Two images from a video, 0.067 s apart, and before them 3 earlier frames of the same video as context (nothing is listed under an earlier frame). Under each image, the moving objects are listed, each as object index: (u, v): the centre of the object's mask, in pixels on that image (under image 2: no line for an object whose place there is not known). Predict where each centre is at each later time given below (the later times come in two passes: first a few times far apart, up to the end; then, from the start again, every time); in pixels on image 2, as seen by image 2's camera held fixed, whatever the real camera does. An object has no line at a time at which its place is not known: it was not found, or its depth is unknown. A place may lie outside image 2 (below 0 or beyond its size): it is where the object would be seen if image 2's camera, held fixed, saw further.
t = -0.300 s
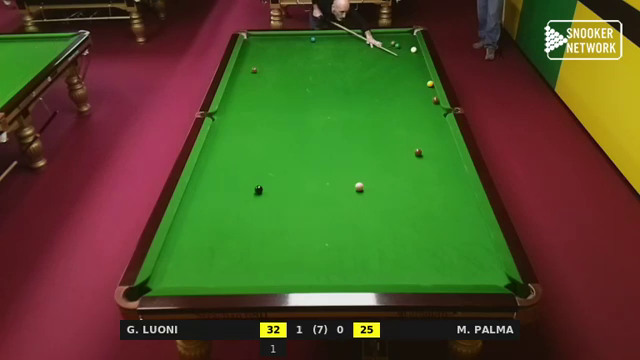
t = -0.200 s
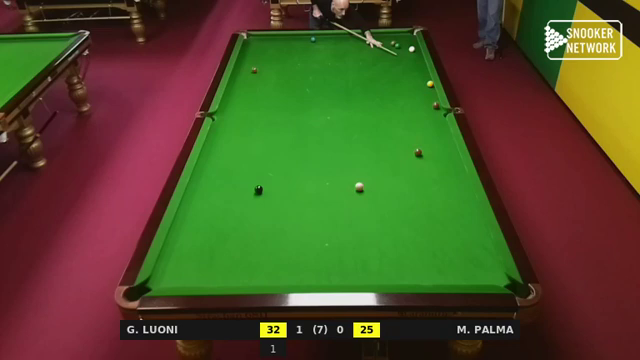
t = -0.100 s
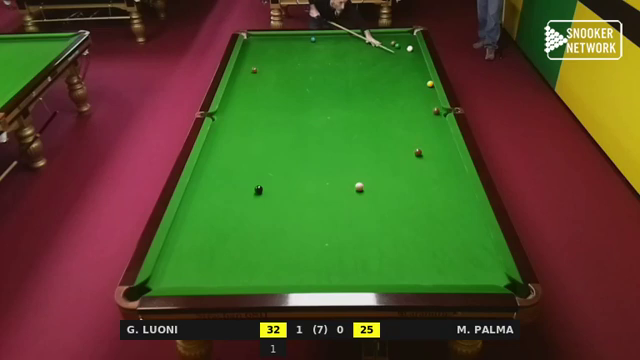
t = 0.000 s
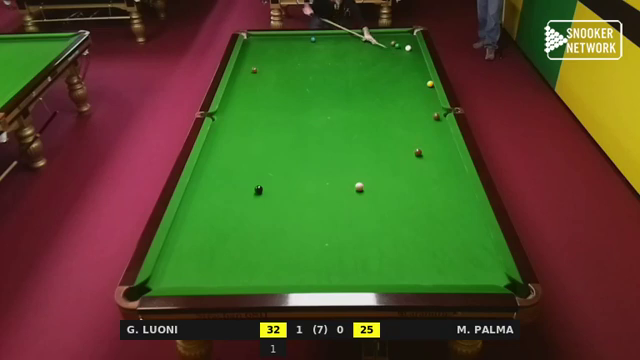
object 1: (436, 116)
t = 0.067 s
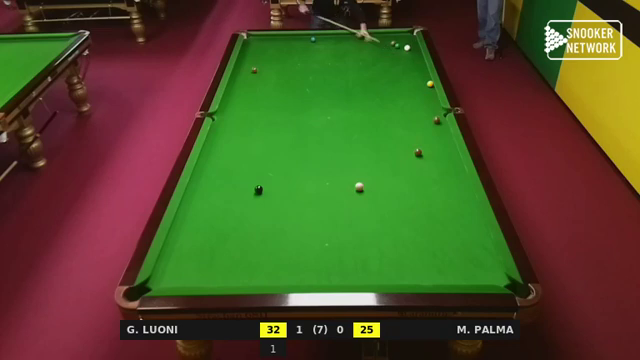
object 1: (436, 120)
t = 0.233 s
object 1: (436, 130)
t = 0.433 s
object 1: (438, 142)
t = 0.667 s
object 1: (438, 157)
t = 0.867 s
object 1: (439, 170)
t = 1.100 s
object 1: (439, 187)
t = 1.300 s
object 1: (440, 202)
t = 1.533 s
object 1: (441, 221)
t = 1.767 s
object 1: (441, 240)
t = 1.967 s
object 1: (442, 258)
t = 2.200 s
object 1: (442, 278)
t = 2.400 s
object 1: (438, 272)
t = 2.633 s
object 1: (431, 258)
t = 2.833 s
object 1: (425, 248)
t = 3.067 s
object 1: (420, 236)
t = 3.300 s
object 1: (415, 226)
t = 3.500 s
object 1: (411, 218)
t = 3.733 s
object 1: (407, 210)
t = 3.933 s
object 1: (404, 204)
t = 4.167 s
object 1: (401, 198)
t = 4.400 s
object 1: (399, 193)
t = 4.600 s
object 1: (397, 189)
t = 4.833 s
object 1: (394, 184)
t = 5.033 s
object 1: (393, 181)
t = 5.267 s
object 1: (391, 177)
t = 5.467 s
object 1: (389, 175)
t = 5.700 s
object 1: (388, 173)
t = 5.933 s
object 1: (387, 171)
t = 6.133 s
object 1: (386, 170)
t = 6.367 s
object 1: (386, 169)
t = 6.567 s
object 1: (385, 168)
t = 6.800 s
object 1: (385, 168)
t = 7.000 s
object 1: (385, 168)
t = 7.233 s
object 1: (385, 168)
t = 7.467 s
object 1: (385, 168)
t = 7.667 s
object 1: (385, 168)
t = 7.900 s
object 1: (385, 168)
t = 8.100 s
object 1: (385, 168)
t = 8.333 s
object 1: (385, 168)
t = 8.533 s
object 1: (385, 168)
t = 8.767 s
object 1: (385, 168)
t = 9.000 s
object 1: (385, 168)
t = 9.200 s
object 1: (385, 168)
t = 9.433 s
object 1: (385, 168)
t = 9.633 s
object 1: (385, 168)
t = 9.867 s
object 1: (385, 168)
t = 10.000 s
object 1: (385, 168)
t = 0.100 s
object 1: (436, 122)
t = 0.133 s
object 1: (436, 124)
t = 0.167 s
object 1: (436, 126)
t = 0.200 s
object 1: (437, 128)
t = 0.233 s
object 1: (436, 130)
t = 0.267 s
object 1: (437, 132)
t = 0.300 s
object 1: (437, 134)
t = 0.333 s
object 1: (437, 136)
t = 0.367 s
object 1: (437, 138)
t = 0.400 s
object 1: (438, 140)
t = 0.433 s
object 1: (438, 142)
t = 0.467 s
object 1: (438, 144)
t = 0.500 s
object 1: (438, 146)
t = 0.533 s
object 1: (438, 149)
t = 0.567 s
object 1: (438, 151)
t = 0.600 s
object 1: (438, 153)
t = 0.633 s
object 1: (438, 155)
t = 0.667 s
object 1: (438, 157)
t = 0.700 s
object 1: (438, 159)
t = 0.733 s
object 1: (438, 161)
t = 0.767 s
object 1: (438, 164)
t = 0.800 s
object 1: (439, 166)
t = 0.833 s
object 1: (439, 168)
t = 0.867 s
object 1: (439, 170)
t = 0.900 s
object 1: (439, 173)
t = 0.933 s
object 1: (439, 175)
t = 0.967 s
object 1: (439, 178)
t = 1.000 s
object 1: (439, 180)
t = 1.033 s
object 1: (439, 183)
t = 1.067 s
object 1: (439, 185)
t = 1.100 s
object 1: (439, 187)
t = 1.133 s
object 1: (439, 190)
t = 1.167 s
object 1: (439, 192)
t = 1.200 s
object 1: (440, 195)
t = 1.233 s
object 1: (440, 197)
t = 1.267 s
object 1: (440, 200)
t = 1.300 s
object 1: (440, 202)
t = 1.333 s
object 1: (440, 205)
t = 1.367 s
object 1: (440, 207)
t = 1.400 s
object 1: (440, 210)
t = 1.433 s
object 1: (440, 213)
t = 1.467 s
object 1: (440, 215)
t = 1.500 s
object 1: (440, 218)
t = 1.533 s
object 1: (441, 221)
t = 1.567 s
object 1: (441, 224)
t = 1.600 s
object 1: (441, 226)
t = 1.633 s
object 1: (441, 229)
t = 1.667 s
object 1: (441, 232)
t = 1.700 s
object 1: (441, 235)
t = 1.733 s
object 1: (441, 237)
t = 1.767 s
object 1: (441, 240)
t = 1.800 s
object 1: (441, 243)
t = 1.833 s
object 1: (441, 246)
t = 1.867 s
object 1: (441, 249)
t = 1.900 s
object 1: (442, 252)
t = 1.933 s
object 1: (442, 255)
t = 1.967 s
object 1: (442, 258)
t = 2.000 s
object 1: (442, 261)
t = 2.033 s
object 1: (442, 264)
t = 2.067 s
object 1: (442, 267)
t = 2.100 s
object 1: (442, 271)
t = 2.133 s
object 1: (443, 273)
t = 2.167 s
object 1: (442, 276)
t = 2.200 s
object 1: (442, 278)
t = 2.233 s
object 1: (442, 280)
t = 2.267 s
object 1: (441, 279)
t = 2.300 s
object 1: (440, 278)
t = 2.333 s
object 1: (439, 276)
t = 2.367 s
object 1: (439, 274)
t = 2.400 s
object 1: (438, 272)
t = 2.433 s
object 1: (437, 270)
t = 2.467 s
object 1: (436, 268)
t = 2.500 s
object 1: (435, 266)
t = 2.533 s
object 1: (434, 264)
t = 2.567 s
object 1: (433, 262)
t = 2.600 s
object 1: (432, 260)
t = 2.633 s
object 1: (431, 258)
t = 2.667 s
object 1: (430, 256)
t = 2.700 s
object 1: (429, 254)
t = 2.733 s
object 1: (428, 253)
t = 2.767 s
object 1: (427, 251)
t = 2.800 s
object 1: (426, 249)
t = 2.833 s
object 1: (425, 248)
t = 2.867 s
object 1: (424, 246)
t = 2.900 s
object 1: (424, 244)
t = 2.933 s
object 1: (423, 243)
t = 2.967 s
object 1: (422, 241)
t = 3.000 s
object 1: (422, 239)
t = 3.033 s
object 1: (421, 238)
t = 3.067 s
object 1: (420, 236)
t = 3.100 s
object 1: (419, 235)
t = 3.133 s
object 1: (419, 233)
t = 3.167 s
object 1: (418, 232)
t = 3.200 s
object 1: (417, 230)
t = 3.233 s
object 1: (416, 229)
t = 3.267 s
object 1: (416, 228)
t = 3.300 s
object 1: (415, 226)
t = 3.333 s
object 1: (414, 225)
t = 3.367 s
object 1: (414, 224)
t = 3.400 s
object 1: (413, 222)
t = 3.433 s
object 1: (413, 221)
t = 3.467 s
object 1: (412, 220)
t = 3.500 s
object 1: (411, 218)
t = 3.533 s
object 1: (411, 217)
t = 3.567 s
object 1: (410, 216)
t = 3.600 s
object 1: (409, 215)
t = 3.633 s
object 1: (408, 214)
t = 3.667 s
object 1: (408, 213)
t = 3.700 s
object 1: (408, 212)
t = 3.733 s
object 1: (407, 210)
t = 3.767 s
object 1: (407, 209)
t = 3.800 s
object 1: (406, 208)
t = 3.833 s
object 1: (406, 207)
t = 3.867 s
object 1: (405, 207)
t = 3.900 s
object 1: (405, 205)
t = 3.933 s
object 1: (404, 204)
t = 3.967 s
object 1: (404, 204)
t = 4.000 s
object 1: (404, 203)
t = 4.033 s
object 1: (403, 202)
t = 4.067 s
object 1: (403, 201)
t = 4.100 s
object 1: (402, 200)
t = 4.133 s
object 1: (402, 199)
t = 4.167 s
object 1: (401, 198)
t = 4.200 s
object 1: (401, 197)
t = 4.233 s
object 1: (400, 197)
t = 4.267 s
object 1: (400, 196)
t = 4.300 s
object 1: (400, 195)
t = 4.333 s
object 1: (399, 194)
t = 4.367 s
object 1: (399, 193)
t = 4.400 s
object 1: (399, 193)
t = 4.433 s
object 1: (398, 192)
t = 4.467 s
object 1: (398, 191)
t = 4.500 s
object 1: (398, 191)
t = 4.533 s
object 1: (397, 190)
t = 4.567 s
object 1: (397, 189)
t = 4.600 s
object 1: (397, 189)
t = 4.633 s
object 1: (396, 188)
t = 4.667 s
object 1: (396, 187)
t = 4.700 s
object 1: (395, 187)
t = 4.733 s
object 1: (395, 186)
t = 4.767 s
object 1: (395, 185)
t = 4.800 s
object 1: (395, 185)
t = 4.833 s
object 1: (394, 184)
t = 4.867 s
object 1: (394, 184)
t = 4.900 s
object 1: (394, 183)
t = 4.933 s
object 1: (394, 182)
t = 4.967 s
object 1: (393, 182)
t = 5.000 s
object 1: (393, 181)
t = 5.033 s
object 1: (393, 181)
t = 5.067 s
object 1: (392, 180)
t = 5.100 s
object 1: (392, 180)
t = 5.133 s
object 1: (392, 179)
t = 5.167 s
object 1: (391, 179)
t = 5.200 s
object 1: (391, 178)
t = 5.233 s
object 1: (391, 178)
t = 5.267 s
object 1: (391, 177)
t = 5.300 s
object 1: (391, 177)
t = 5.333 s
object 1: (391, 177)
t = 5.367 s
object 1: (390, 176)
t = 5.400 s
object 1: (390, 176)
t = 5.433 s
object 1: (390, 175)
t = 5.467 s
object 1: (389, 175)
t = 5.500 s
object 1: (389, 175)
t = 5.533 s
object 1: (389, 174)
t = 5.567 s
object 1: (389, 174)
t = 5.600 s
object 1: (389, 174)
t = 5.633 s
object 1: (389, 173)
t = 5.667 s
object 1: (388, 173)
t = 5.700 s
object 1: (388, 173)
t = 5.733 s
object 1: (388, 172)
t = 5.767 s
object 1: (388, 172)
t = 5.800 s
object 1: (388, 172)
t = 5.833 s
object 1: (387, 172)
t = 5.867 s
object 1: (387, 171)
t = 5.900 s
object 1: (387, 171)
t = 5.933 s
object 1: (387, 171)
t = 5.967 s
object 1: (387, 171)
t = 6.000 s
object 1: (387, 170)
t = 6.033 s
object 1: (387, 170)
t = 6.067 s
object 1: (387, 170)
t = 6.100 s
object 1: (386, 170)
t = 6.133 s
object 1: (386, 170)
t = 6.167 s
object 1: (386, 169)
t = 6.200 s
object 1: (386, 169)
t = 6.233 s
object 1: (386, 169)
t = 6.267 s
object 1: (386, 169)
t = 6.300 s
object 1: (386, 169)
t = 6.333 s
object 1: (386, 169)
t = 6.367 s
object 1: (386, 169)
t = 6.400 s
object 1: (386, 169)
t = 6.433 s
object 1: (386, 168)
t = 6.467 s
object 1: (386, 168)
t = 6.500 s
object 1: (385, 168)
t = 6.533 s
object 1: (385, 168)
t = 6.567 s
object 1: (385, 168)
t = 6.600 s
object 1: (385, 168)
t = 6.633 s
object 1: (385, 168)
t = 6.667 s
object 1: (385, 168)
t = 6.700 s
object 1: (385, 168)
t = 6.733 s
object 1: (385, 168)
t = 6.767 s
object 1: (385, 168)
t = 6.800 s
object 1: (385, 168)
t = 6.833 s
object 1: (385, 168)
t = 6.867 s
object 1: (385, 168)
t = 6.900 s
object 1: (385, 168)
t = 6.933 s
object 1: (385, 168)
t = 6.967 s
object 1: (385, 168)
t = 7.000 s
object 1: (385, 168)
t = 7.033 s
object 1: (385, 168)
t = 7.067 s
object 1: (385, 168)
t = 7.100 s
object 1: (385, 168)
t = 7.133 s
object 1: (385, 168)
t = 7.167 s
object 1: (385, 168)
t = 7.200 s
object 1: (385, 168)
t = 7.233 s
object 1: (385, 168)
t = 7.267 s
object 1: (385, 168)
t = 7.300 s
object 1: (385, 168)
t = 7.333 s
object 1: (385, 168)
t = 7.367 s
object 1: (385, 168)
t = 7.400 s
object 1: (385, 168)
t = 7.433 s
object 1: (385, 168)
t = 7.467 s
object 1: (385, 168)
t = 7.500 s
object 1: (385, 168)
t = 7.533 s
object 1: (385, 168)
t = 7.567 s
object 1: (385, 168)
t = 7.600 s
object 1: (385, 168)
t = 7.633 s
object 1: (385, 168)
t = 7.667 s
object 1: (385, 168)
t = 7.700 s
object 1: (385, 168)
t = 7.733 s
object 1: (385, 168)
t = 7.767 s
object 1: (385, 168)
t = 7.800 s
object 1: (385, 168)
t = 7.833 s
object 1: (385, 168)
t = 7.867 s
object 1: (385, 168)
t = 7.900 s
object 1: (385, 168)
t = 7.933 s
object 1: (385, 168)
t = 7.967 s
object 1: (385, 168)
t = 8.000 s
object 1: (385, 168)
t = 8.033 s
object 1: (385, 168)
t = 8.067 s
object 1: (385, 168)
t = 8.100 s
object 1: (385, 168)
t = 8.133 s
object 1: (385, 168)
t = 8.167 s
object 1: (385, 168)
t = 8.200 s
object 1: (385, 168)
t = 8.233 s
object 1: (385, 168)
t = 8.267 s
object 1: (385, 168)
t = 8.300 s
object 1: (385, 168)
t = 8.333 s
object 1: (385, 168)
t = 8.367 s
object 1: (385, 168)
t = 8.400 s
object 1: (385, 168)
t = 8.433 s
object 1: (385, 168)
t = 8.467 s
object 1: (385, 168)
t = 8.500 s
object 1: (385, 168)
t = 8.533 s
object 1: (385, 168)
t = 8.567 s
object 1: (385, 168)
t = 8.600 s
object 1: (385, 168)
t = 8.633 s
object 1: (385, 168)
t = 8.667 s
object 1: (385, 168)
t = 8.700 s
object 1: (385, 168)
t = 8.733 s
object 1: (385, 168)
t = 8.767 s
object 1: (385, 168)
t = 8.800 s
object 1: (385, 168)
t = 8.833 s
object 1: (385, 168)
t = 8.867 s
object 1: (385, 168)
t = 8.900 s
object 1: (385, 168)
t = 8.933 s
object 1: (385, 168)
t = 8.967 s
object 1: (385, 168)
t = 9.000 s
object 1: (385, 168)
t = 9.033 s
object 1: (385, 168)
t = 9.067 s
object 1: (385, 168)
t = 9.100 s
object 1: (385, 168)
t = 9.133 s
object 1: (385, 168)
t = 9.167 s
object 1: (385, 168)
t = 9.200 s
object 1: (385, 168)
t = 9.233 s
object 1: (385, 168)
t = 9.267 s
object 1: (385, 168)
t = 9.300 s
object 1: (385, 168)
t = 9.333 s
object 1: (385, 168)
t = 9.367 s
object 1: (385, 168)
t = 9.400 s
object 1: (385, 168)
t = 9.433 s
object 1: (385, 168)
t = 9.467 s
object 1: (385, 168)
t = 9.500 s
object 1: (385, 168)
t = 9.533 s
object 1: (385, 168)
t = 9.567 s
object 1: (385, 168)
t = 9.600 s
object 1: (385, 168)
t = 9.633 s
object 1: (385, 168)
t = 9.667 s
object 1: (385, 168)
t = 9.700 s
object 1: (385, 168)
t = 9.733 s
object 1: (385, 168)
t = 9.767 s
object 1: (385, 168)
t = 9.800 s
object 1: (385, 168)
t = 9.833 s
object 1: (385, 168)
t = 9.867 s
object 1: (385, 168)
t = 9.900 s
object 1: (385, 168)
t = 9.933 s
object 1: (385, 168)
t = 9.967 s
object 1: (385, 168)
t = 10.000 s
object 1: (385, 168)
